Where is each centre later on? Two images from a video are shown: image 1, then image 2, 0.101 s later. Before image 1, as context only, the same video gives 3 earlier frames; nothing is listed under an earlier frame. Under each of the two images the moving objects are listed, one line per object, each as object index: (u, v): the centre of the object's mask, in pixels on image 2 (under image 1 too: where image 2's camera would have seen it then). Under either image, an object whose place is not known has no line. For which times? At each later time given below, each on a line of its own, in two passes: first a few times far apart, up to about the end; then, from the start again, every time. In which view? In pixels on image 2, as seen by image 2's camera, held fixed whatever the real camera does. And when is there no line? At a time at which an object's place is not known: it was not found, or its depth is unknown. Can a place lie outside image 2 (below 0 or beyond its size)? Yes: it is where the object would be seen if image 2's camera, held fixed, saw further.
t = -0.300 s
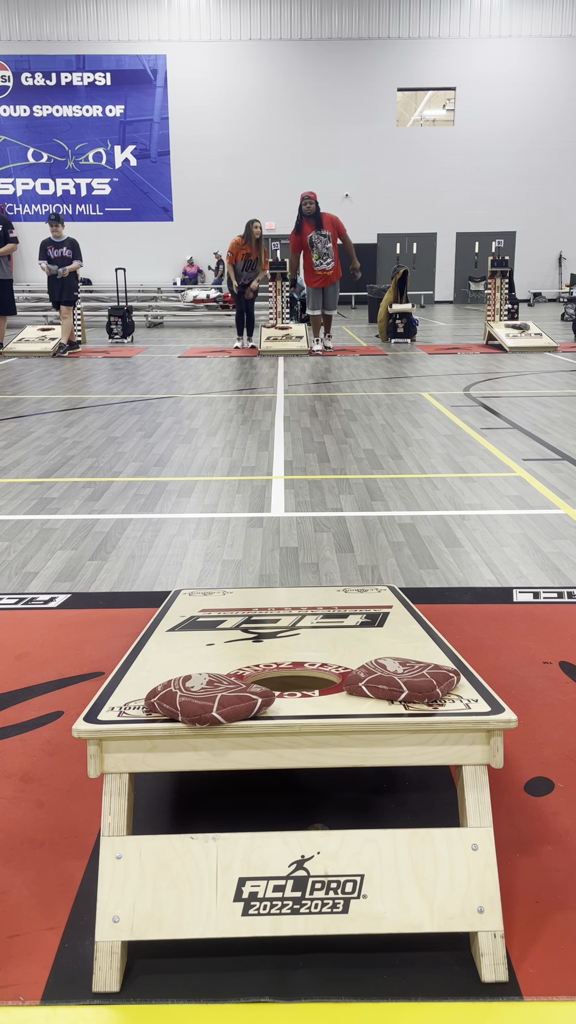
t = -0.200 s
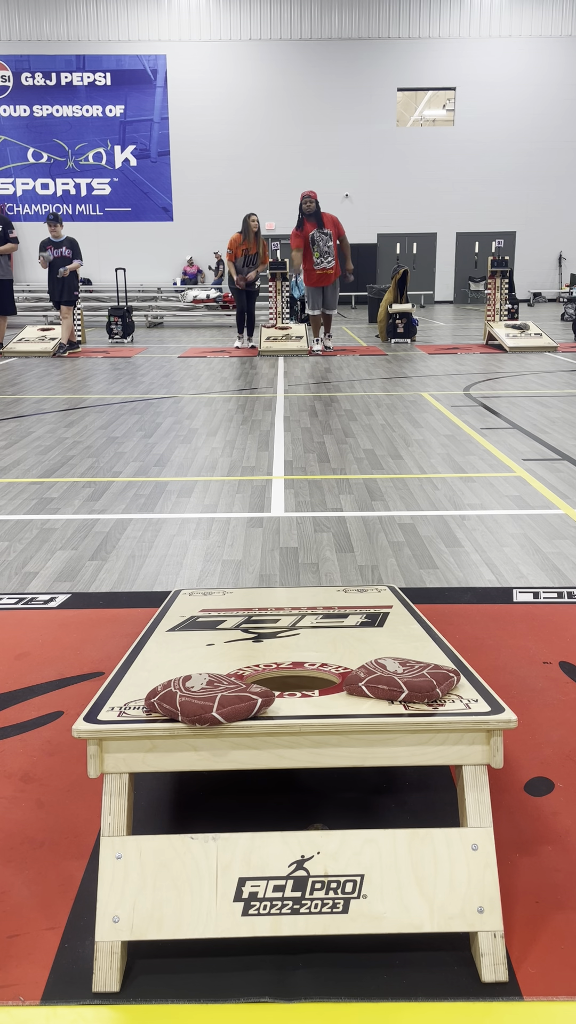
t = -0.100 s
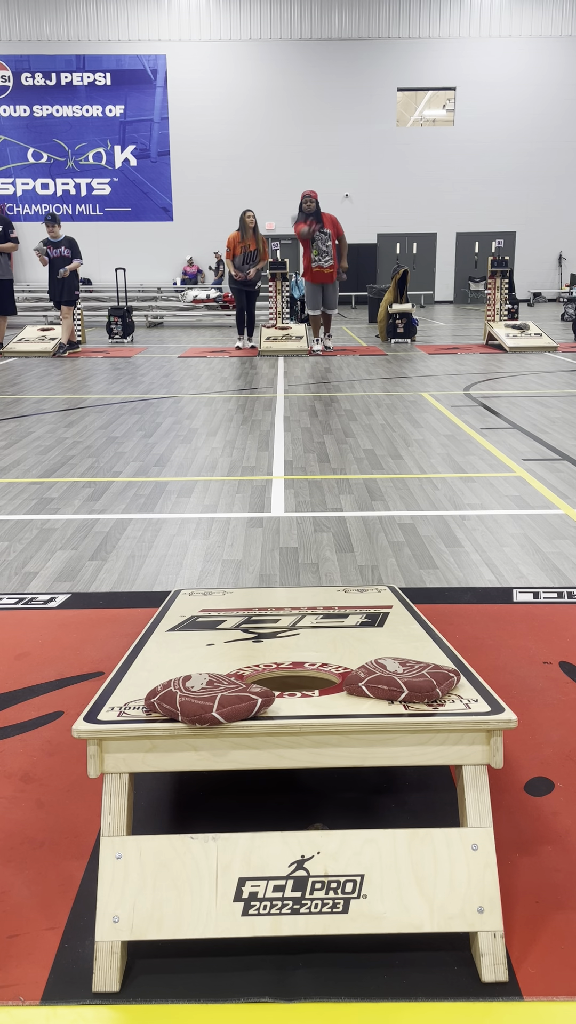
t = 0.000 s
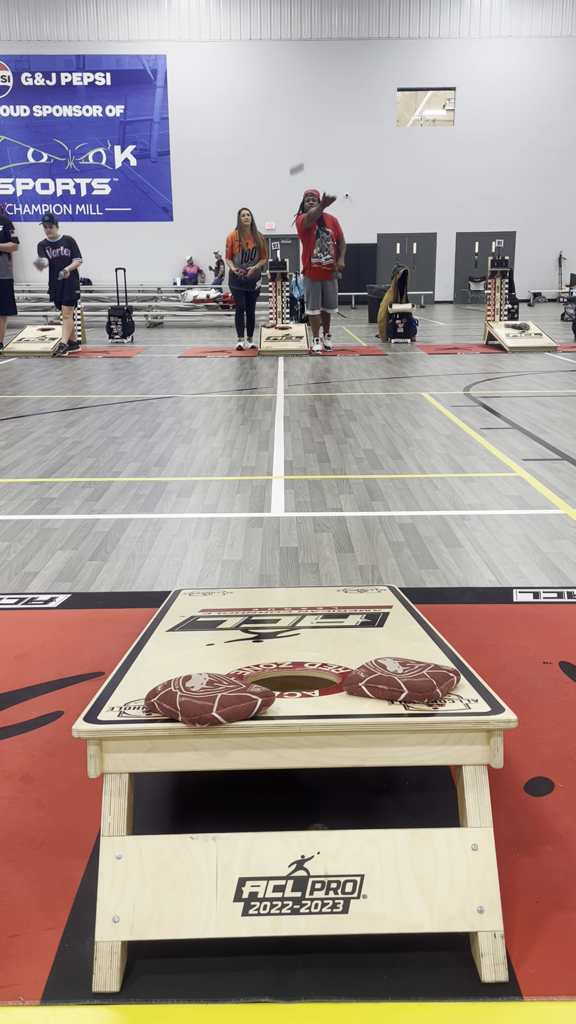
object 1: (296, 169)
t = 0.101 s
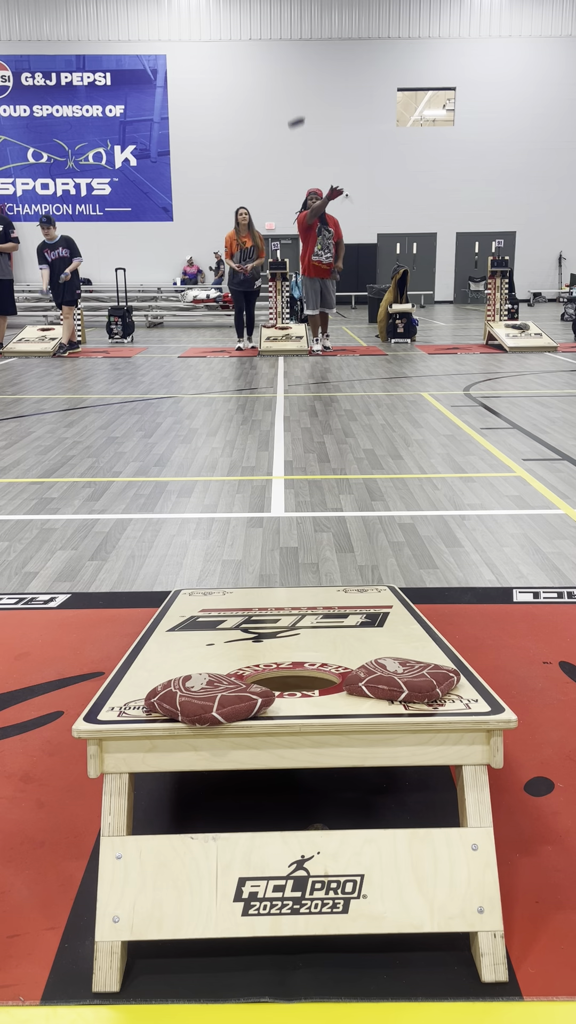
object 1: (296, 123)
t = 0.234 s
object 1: (298, 69)
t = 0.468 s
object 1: (300, 15)
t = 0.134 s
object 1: (297, 109)
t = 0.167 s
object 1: (297, 95)
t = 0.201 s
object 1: (297, 82)
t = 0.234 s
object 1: (298, 69)
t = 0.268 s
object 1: (298, 57)
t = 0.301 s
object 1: (299, 47)
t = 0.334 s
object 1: (299, 38)
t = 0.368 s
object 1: (300, 30)
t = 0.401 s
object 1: (299, 24)
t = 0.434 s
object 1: (300, 19)
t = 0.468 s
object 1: (300, 15)
